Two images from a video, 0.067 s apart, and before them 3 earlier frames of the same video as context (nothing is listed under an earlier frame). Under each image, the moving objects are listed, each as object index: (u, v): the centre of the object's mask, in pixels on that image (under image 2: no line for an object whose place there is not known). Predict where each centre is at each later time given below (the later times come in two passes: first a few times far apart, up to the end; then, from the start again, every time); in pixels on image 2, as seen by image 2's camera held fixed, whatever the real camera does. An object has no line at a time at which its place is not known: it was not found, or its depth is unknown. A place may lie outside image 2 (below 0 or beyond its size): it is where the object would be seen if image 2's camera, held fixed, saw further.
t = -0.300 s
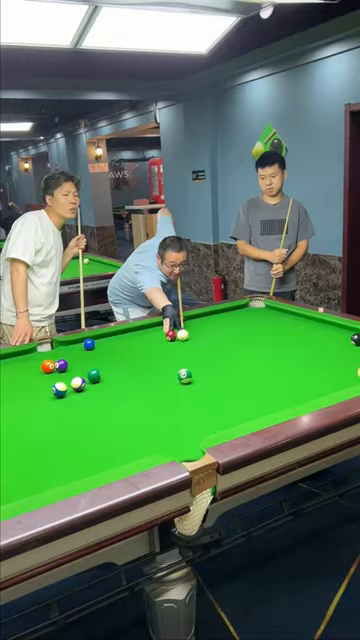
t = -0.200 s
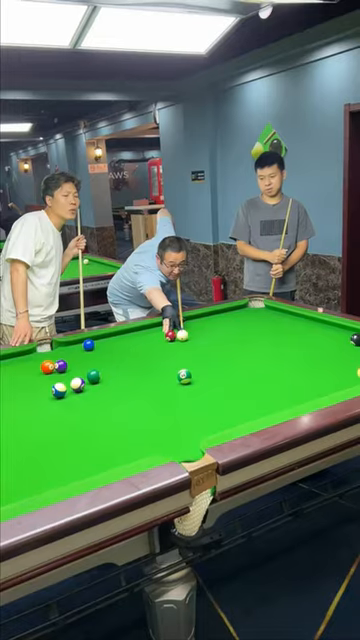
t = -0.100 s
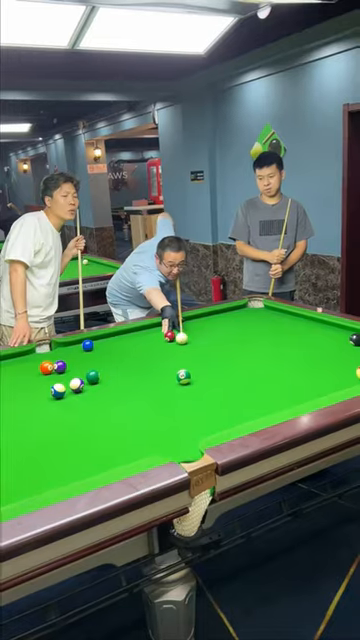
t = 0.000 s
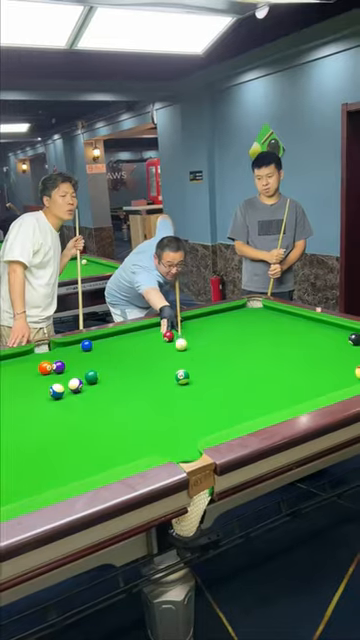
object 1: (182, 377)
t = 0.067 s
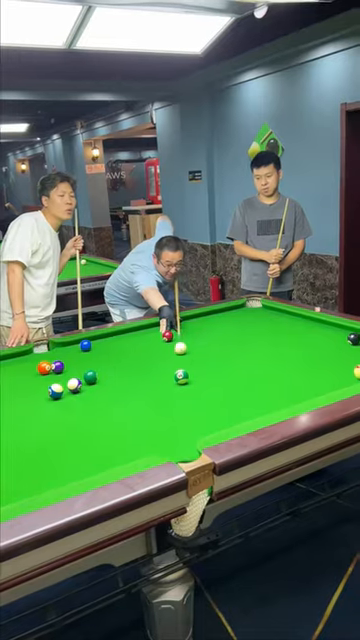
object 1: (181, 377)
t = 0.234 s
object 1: (181, 377)
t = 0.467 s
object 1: (180, 382)
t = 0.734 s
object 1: (178, 399)
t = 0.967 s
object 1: (176, 414)
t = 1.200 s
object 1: (174, 432)
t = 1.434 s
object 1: (172, 451)
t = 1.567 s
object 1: (181, 460)
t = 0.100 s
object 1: (181, 376)
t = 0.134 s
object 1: (181, 376)
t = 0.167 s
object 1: (181, 376)
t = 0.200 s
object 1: (181, 376)
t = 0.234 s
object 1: (181, 377)
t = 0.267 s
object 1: (181, 377)
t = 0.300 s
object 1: (181, 377)
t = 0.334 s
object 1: (181, 376)
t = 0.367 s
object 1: (181, 377)
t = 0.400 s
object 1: (182, 377)
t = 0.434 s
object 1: (181, 379)
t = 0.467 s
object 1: (180, 382)
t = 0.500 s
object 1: (180, 384)
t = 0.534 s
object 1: (180, 386)
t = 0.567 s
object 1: (179, 388)
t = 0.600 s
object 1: (179, 390)
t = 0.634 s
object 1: (179, 392)
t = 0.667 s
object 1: (179, 395)
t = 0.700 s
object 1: (179, 396)
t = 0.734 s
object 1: (178, 399)
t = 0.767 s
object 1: (178, 401)
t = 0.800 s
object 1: (177, 403)
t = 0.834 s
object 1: (177, 405)
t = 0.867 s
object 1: (176, 408)
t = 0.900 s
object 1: (177, 410)
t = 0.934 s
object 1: (176, 412)
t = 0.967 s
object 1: (176, 414)
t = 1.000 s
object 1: (176, 417)
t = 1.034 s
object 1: (176, 419)
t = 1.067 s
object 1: (175, 422)
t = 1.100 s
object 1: (175, 424)
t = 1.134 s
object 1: (174, 427)
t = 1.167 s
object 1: (174, 430)
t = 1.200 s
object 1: (174, 432)
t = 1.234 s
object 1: (173, 435)
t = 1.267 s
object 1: (173, 437)
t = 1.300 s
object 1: (173, 440)
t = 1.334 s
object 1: (173, 443)
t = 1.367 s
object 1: (172, 446)
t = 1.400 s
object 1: (172, 449)
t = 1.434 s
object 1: (172, 451)
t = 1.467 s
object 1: (171, 453)
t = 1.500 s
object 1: (172, 455)
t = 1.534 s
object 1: (176, 456)
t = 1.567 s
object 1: (181, 460)
